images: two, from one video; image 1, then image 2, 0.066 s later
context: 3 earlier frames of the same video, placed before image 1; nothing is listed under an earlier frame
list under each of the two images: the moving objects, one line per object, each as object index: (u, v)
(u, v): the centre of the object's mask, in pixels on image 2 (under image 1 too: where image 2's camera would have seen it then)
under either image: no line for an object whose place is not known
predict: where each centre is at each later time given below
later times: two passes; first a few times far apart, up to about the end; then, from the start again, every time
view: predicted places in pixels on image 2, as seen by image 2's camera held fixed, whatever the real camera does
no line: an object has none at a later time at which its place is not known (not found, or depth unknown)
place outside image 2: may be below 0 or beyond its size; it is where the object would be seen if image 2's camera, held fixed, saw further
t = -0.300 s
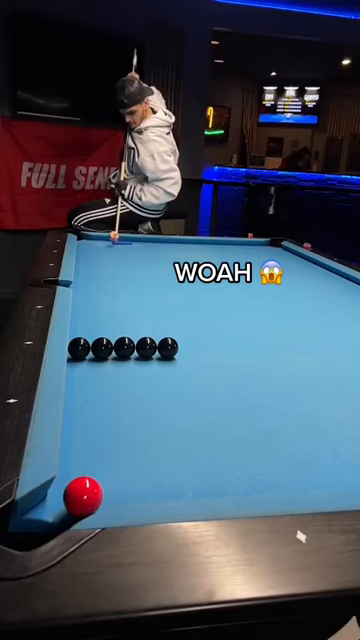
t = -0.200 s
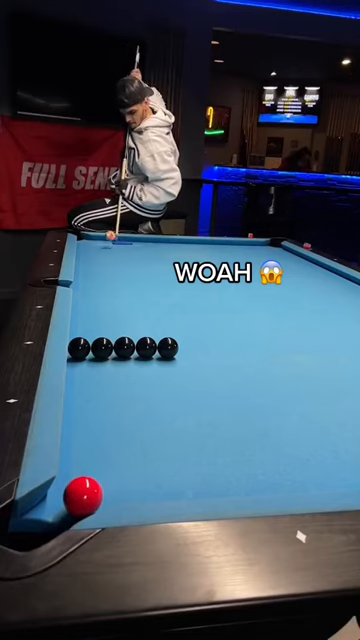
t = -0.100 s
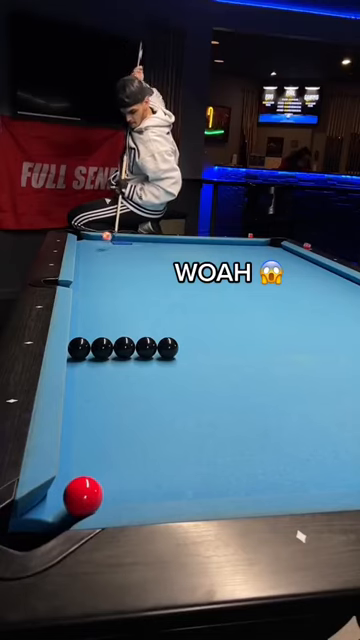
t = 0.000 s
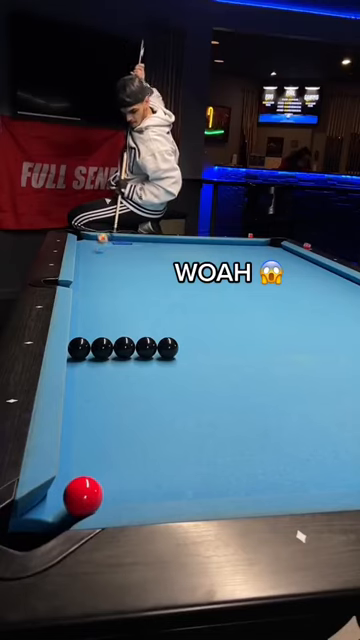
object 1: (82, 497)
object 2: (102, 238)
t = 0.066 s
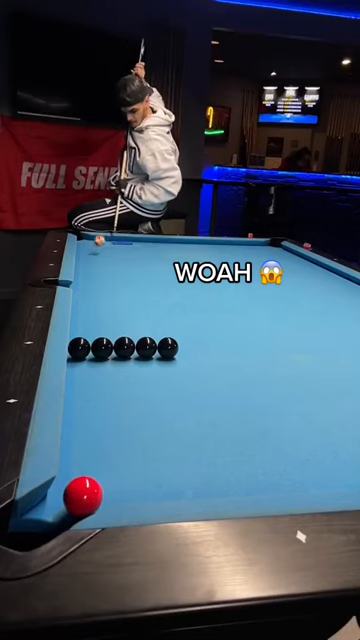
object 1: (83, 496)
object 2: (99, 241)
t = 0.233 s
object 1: (83, 496)
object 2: (92, 249)
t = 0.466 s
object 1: (82, 496)
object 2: (81, 255)
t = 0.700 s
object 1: (83, 496)
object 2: (90, 252)
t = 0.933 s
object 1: (83, 496)
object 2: (101, 257)
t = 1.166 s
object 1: (83, 496)
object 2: (113, 272)
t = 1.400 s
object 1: (83, 496)
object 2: (125, 284)
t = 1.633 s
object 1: (83, 496)
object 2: (137, 291)
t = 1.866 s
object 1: (83, 496)
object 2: (149, 304)
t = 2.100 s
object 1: (83, 496)
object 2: (161, 315)
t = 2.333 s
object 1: (83, 496)
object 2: (172, 326)
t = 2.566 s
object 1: (83, 496)
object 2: (183, 337)
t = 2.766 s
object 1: (83, 496)
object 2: (191, 348)
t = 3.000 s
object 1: (83, 496)
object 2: (200, 362)
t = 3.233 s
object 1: (82, 496)
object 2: (207, 377)
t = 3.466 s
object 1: (83, 496)
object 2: (211, 393)
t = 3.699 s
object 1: (83, 497)
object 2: (212, 410)
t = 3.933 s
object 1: (83, 497)
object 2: (210, 428)
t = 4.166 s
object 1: (83, 496)
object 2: (203, 448)
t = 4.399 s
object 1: (83, 497)
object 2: (192, 468)
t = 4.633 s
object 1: (83, 497)
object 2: (173, 487)
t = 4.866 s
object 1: (83, 496)
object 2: (136, 486)
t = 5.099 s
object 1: (77, 499)
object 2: (105, 474)
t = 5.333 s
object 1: (65, 505)
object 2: (81, 461)
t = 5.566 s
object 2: (87, 445)
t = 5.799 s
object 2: (100, 432)
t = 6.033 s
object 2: (112, 420)
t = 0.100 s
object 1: (82, 496)
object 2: (98, 242)
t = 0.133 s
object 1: (83, 496)
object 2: (96, 243)
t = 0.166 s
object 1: (83, 496)
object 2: (95, 245)
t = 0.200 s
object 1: (83, 496)
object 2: (94, 247)
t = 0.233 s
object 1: (83, 496)
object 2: (92, 249)
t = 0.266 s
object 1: (83, 496)
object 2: (90, 251)
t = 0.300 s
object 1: (83, 496)
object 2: (89, 254)
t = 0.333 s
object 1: (82, 497)
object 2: (87, 255)
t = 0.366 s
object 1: (82, 496)
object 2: (85, 255)
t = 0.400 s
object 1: (83, 496)
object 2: (83, 255)
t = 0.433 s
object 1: (83, 496)
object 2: (81, 255)
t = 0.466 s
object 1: (82, 496)
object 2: (81, 255)
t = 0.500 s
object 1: (83, 496)
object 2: (82, 254)
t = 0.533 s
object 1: (83, 496)
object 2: (84, 254)
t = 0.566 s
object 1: (83, 496)
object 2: (85, 253)
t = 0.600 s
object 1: (83, 496)
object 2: (86, 253)
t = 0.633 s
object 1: (82, 496)
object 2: (88, 253)
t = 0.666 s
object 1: (83, 496)
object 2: (89, 252)
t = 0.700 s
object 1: (83, 496)
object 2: (90, 252)
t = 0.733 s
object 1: (83, 496)
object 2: (92, 253)
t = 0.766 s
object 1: (82, 496)
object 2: (94, 253)
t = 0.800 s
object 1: (83, 496)
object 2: (95, 254)
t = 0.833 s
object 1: (83, 496)
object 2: (96, 254)
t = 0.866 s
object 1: (83, 496)
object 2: (98, 255)
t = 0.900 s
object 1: (83, 496)
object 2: (99, 256)
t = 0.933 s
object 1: (83, 496)
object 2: (101, 257)
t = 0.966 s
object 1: (83, 496)
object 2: (103, 259)
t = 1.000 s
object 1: (83, 496)
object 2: (104, 261)
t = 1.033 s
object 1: (83, 496)
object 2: (106, 262)
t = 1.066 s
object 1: (83, 496)
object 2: (108, 264)
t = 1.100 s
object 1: (83, 496)
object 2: (110, 267)
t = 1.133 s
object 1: (83, 496)
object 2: (111, 269)
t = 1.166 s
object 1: (83, 496)
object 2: (113, 272)
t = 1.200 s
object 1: (83, 496)
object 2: (115, 274)
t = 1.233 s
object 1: (83, 496)
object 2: (117, 278)
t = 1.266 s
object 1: (83, 496)
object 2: (119, 280)
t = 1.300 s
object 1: (83, 496)
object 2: (120, 283)
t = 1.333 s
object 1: (83, 496)
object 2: (122, 283)
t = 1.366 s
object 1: (83, 496)
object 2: (123, 284)
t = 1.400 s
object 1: (83, 496)
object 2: (125, 284)
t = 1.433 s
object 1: (83, 496)
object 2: (126, 284)
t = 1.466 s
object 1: (83, 496)
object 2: (128, 285)
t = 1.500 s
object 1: (83, 496)
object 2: (130, 286)
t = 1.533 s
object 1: (83, 496)
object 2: (132, 287)
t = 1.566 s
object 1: (83, 496)
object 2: (133, 288)
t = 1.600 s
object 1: (83, 496)
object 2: (135, 290)
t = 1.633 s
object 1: (83, 496)
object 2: (137, 291)
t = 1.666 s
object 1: (83, 496)
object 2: (139, 293)
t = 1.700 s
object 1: (83, 496)
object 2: (141, 295)
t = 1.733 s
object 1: (83, 496)
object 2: (143, 298)
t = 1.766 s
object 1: (83, 496)
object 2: (144, 300)
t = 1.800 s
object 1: (83, 496)
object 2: (146, 302)
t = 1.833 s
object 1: (83, 496)
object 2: (147, 303)
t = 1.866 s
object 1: (83, 496)
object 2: (149, 304)
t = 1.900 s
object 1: (83, 496)
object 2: (151, 305)
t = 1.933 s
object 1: (82, 497)
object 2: (152, 306)
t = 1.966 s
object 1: (83, 496)
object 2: (154, 308)
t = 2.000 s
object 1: (83, 496)
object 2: (156, 309)
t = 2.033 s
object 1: (82, 496)
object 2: (157, 311)
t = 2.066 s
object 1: (83, 496)
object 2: (159, 313)
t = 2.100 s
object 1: (83, 496)
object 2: (161, 315)
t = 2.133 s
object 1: (83, 496)
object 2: (163, 316)
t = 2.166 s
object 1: (83, 496)
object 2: (164, 317)
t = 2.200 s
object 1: (82, 497)
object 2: (165, 319)
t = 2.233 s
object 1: (83, 496)
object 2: (167, 320)
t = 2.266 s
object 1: (82, 497)
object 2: (169, 322)
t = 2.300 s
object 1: (82, 497)
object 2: (171, 324)
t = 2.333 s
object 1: (83, 496)
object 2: (172, 326)
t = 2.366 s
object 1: (83, 496)
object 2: (174, 327)
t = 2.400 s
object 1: (82, 496)
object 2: (176, 329)
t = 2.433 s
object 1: (83, 496)
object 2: (177, 330)
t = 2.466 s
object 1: (83, 496)
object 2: (179, 332)
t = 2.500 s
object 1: (83, 496)
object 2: (180, 333)
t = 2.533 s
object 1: (83, 496)
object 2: (182, 335)
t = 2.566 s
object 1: (83, 496)
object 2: (183, 337)
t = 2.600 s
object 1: (83, 496)
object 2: (185, 339)
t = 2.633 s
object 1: (83, 496)
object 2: (186, 341)
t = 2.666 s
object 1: (83, 496)
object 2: (187, 343)
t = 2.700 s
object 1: (83, 496)
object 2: (188, 345)
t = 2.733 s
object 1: (83, 496)
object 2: (190, 347)
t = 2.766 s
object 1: (83, 496)
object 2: (191, 348)
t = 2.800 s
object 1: (82, 497)
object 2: (193, 350)
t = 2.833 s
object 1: (83, 496)
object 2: (194, 352)
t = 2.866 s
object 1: (83, 496)
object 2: (195, 354)
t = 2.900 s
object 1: (83, 496)
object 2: (196, 356)
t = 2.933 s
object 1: (83, 496)
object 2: (197, 358)
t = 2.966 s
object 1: (83, 496)
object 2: (199, 360)
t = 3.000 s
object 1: (83, 496)
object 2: (200, 362)
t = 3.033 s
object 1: (83, 496)
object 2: (201, 364)
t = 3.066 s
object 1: (83, 496)
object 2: (202, 366)
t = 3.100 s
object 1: (83, 496)
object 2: (203, 368)
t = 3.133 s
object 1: (83, 496)
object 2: (204, 370)
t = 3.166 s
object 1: (83, 496)
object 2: (205, 373)
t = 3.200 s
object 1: (83, 496)
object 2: (206, 375)
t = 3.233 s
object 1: (82, 496)
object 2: (207, 377)
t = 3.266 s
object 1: (83, 496)
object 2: (208, 378)
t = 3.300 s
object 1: (83, 496)
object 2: (208, 381)
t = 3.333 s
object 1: (83, 496)
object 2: (209, 383)
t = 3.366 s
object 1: (83, 496)
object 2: (210, 386)
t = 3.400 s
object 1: (83, 496)
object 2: (210, 388)
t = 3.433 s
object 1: (83, 496)
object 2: (211, 390)
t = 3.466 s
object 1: (83, 496)
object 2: (211, 393)
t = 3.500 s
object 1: (82, 496)
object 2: (212, 395)
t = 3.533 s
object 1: (83, 496)
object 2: (212, 397)
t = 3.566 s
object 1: (83, 496)
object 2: (212, 399)
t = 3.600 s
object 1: (82, 496)
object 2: (213, 402)
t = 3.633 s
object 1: (83, 496)
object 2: (213, 404)
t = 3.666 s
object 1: (83, 497)
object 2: (212, 407)
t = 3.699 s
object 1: (83, 497)
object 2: (212, 410)
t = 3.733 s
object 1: (83, 496)
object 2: (213, 413)
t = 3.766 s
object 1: (83, 497)
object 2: (212, 415)
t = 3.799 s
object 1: (83, 497)
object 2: (212, 417)
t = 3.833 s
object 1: (83, 496)
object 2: (212, 420)
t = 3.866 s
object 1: (83, 496)
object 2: (211, 423)
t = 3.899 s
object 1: (83, 496)
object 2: (211, 425)
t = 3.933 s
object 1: (83, 497)
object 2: (210, 428)
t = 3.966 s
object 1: (83, 496)
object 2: (210, 432)
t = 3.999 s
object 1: (83, 496)
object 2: (209, 434)
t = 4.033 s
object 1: (83, 497)
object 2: (208, 437)
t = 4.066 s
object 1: (83, 496)
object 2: (207, 439)
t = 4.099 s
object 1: (83, 496)
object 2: (206, 442)
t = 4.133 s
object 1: (83, 496)
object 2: (205, 446)
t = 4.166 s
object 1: (83, 496)
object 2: (203, 448)
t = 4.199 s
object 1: (83, 497)
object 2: (202, 451)
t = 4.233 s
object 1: (82, 497)
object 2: (201, 454)
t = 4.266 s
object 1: (83, 497)
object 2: (199, 456)
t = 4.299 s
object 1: (83, 496)
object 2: (197, 460)
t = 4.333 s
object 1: (82, 497)
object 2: (195, 463)
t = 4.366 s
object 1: (83, 496)
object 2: (193, 466)
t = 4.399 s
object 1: (83, 497)
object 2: (192, 468)
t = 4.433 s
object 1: (83, 496)
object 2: (189, 471)
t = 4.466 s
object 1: (83, 497)
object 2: (187, 475)
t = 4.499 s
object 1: (83, 496)
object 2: (184, 478)
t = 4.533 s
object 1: (82, 497)
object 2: (181, 481)
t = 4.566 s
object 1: (83, 497)
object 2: (179, 483)
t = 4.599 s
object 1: (83, 496)
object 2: (175, 485)
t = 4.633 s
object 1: (83, 497)
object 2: (173, 487)
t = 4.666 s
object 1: (83, 497)
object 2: (169, 489)
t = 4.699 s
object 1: (83, 496)
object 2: (164, 490)
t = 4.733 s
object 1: (83, 497)
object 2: (159, 489)
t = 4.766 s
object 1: (83, 496)
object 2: (154, 489)
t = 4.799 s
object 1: (83, 496)
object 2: (148, 487)
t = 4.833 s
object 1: (83, 496)
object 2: (142, 487)
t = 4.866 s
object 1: (83, 496)
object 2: (136, 486)
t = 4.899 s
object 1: (83, 496)
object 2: (131, 485)
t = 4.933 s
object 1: (83, 496)
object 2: (125, 484)
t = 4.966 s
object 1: (83, 496)
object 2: (120, 482)
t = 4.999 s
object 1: (82, 496)
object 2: (116, 481)
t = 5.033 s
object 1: (81, 497)
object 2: (112, 479)
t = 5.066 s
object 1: (79, 498)
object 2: (108, 476)
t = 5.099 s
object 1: (77, 499)
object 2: (105, 474)
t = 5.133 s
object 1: (75, 500)
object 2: (101, 472)
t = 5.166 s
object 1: (73, 501)
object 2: (98, 470)
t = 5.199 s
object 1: (71, 501)
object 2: (94, 468)
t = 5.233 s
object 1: (70, 503)
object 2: (91, 466)
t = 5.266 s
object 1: (69, 503)
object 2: (87, 464)
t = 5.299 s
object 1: (67, 504)
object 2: (84, 462)
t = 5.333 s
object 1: (65, 505)
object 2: (81, 461)
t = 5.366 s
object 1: (64, 506)
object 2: (77, 458)
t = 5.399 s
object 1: (62, 506)
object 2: (76, 455)
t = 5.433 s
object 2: (78, 454)
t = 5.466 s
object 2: (80, 452)
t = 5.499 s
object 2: (83, 450)
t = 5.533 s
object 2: (85, 448)
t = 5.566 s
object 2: (87, 445)
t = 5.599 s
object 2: (89, 443)
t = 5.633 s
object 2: (91, 441)
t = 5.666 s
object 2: (93, 439)
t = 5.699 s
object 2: (94, 438)
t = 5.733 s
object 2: (97, 436)
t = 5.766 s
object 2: (98, 434)
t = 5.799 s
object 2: (100, 432)
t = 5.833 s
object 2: (102, 430)
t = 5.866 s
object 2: (104, 429)
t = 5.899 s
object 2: (105, 426)
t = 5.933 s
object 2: (107, 424)
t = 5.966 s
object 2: (109, 423)
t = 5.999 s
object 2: (110, 421)
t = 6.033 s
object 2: (112, 420)
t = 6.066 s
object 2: (113, 418)
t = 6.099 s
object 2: (115, 417)
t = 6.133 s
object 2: (118, 414)
